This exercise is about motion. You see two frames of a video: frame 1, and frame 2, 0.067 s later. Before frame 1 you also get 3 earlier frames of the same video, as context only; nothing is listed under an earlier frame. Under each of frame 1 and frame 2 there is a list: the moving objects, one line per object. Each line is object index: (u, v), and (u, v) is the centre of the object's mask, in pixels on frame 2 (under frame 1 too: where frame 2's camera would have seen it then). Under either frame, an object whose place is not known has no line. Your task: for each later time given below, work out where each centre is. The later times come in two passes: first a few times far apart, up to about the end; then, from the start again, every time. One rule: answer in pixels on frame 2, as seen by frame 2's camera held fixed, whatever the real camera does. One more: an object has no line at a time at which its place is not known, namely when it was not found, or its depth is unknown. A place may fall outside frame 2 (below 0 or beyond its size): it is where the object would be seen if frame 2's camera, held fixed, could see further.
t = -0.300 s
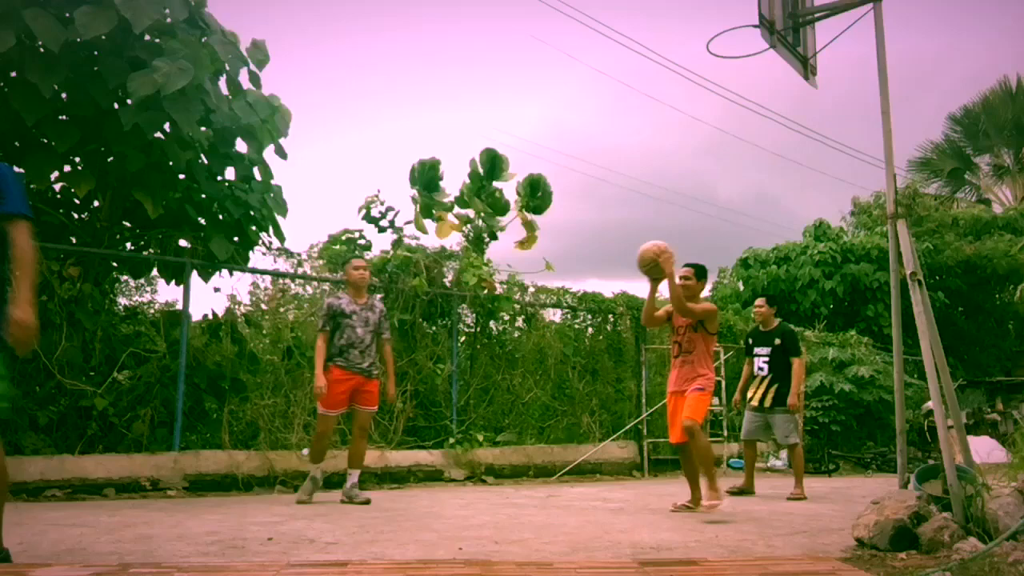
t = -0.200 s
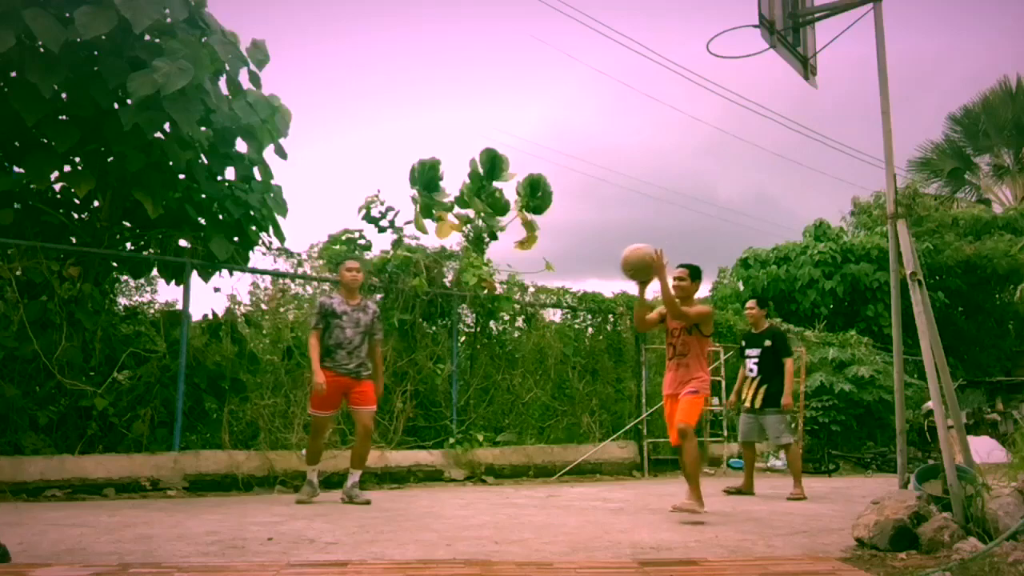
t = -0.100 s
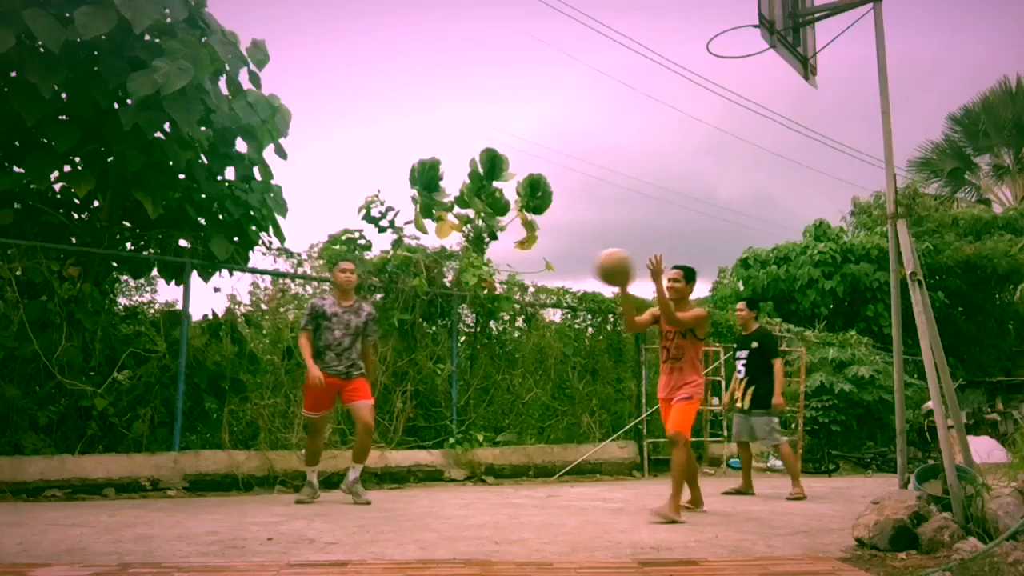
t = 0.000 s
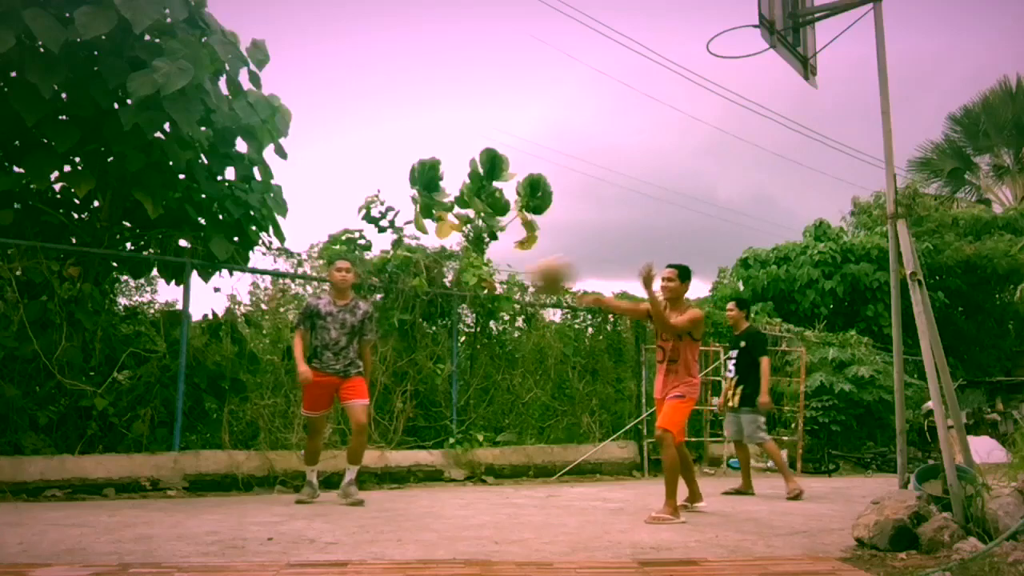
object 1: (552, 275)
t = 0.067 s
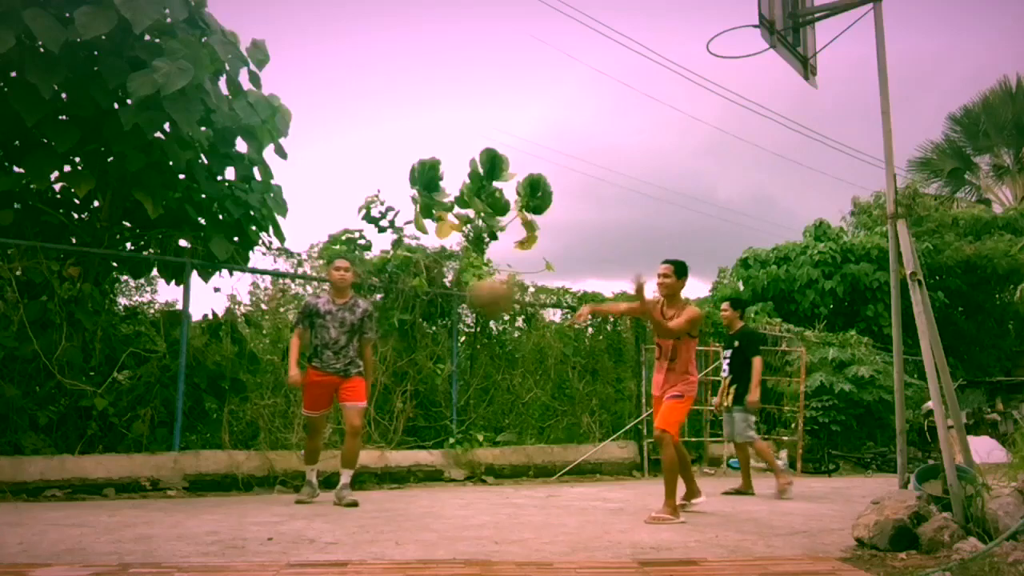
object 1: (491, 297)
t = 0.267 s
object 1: (274, 426)
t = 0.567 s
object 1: (34, 332)
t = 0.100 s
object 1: (464, 307)
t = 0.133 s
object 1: (430, 324)
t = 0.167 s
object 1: (397, 345)
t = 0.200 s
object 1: (360, 362)
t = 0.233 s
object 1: (320, 394)
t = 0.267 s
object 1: (274, 426)
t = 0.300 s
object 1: (236, 462)
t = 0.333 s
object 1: (184, 509)
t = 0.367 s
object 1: (151, 511)
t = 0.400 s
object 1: (130, 471)
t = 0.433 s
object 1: (112, 436)
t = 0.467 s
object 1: (93, 410)
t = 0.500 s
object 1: (74, 381)
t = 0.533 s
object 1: (53, 354)
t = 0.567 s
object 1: (34, 332)
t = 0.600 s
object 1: (22, 313)
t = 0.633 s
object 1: (12, 297)
